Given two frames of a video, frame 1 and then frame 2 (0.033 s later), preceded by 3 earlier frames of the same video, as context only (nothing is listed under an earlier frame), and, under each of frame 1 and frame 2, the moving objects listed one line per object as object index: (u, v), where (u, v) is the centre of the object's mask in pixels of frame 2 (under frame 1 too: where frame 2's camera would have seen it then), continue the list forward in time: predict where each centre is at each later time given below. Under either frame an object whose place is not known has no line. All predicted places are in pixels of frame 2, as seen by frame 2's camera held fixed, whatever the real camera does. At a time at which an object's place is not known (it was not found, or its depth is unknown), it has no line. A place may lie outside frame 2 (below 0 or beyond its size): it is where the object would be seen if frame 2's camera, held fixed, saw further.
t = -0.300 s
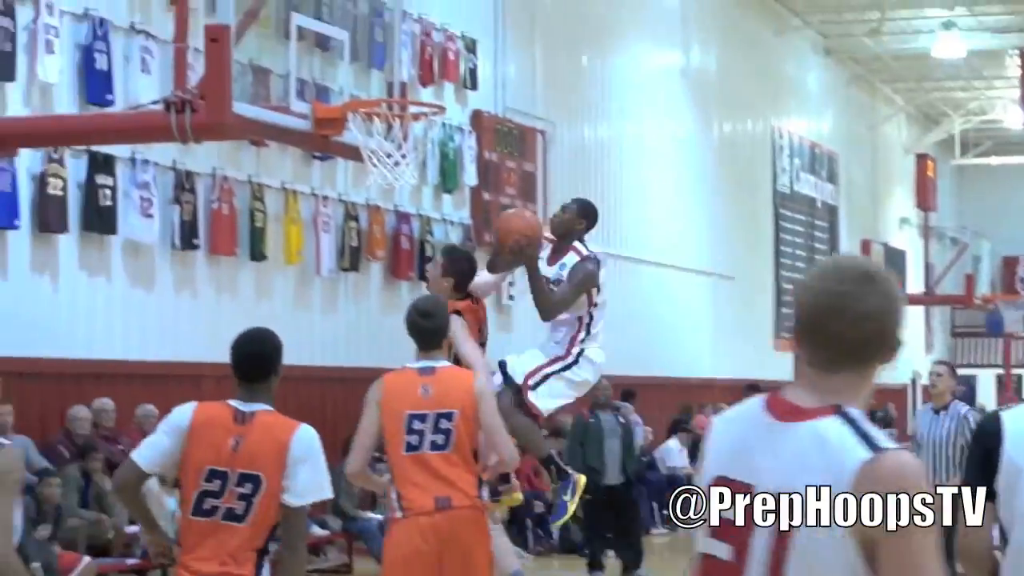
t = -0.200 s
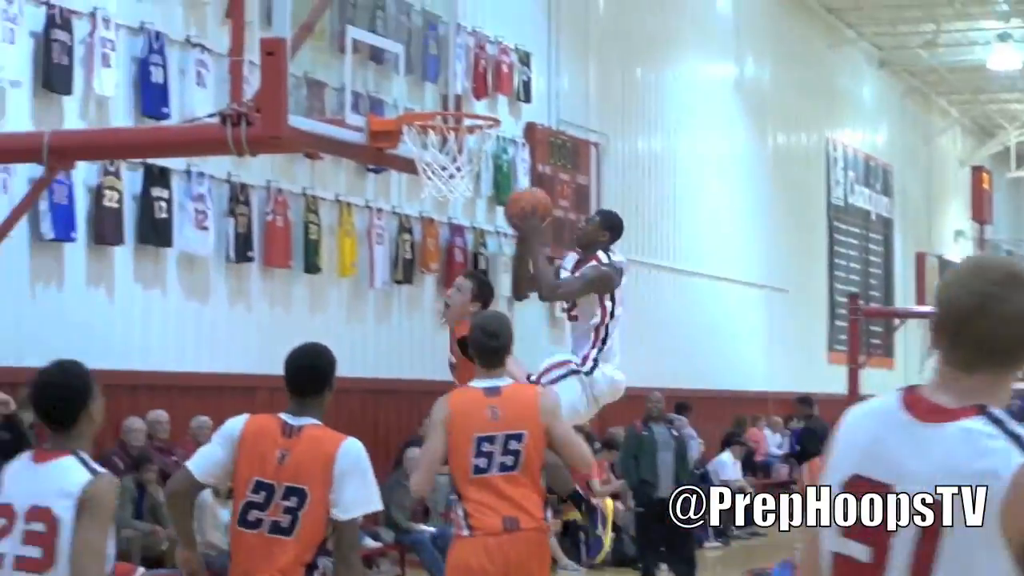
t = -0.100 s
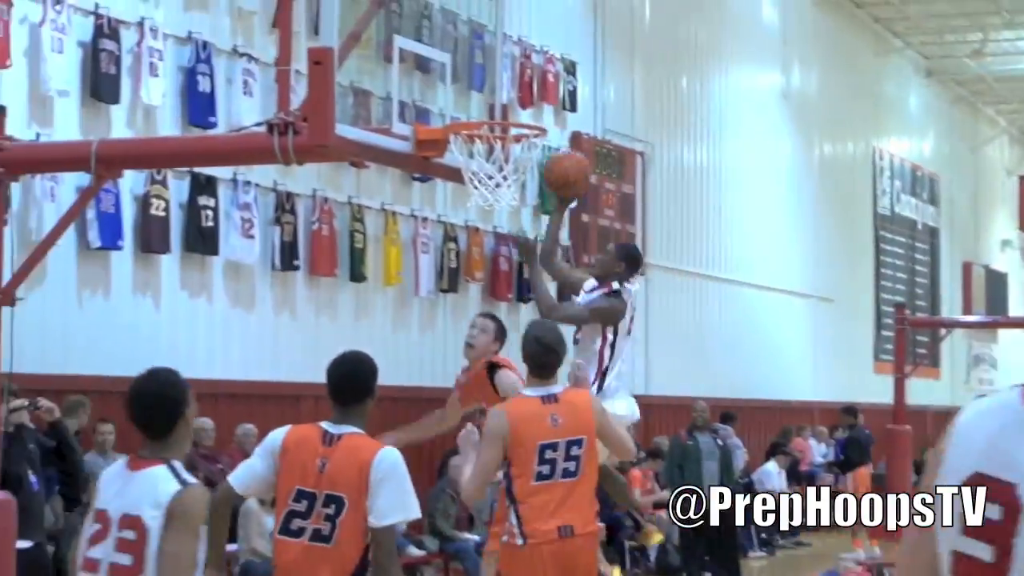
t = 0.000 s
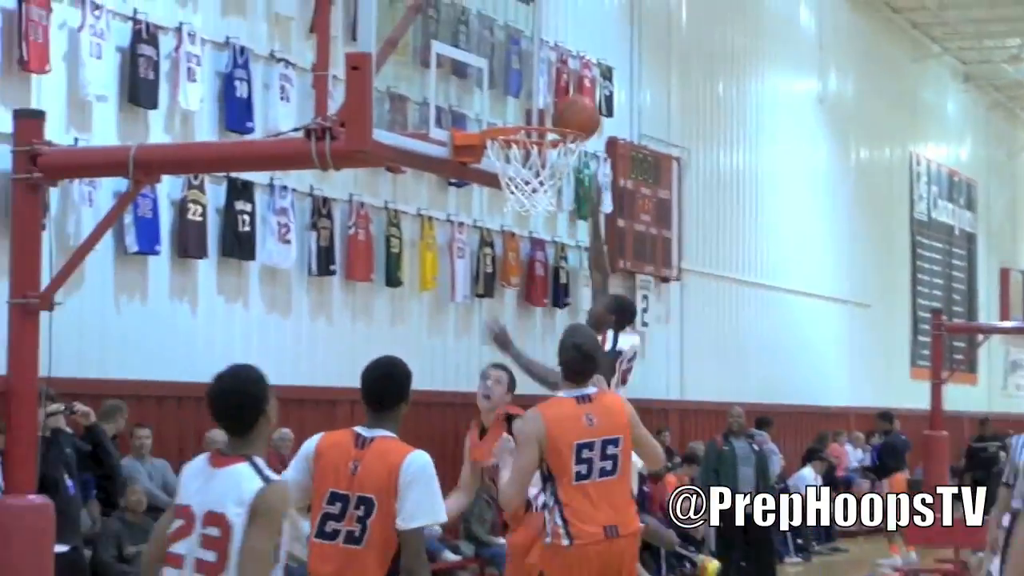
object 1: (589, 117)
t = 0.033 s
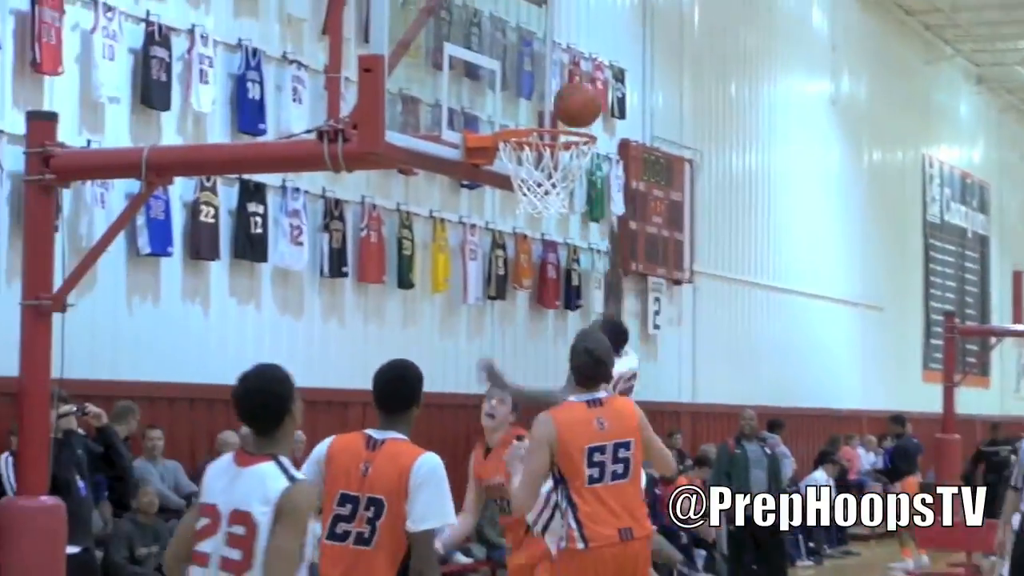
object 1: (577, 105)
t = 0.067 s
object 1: (567, 90)
